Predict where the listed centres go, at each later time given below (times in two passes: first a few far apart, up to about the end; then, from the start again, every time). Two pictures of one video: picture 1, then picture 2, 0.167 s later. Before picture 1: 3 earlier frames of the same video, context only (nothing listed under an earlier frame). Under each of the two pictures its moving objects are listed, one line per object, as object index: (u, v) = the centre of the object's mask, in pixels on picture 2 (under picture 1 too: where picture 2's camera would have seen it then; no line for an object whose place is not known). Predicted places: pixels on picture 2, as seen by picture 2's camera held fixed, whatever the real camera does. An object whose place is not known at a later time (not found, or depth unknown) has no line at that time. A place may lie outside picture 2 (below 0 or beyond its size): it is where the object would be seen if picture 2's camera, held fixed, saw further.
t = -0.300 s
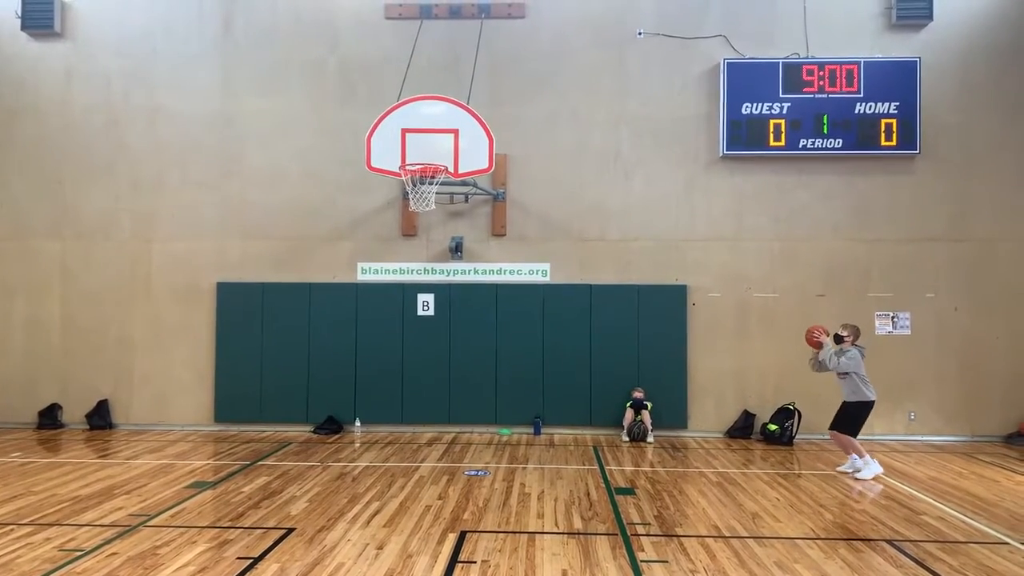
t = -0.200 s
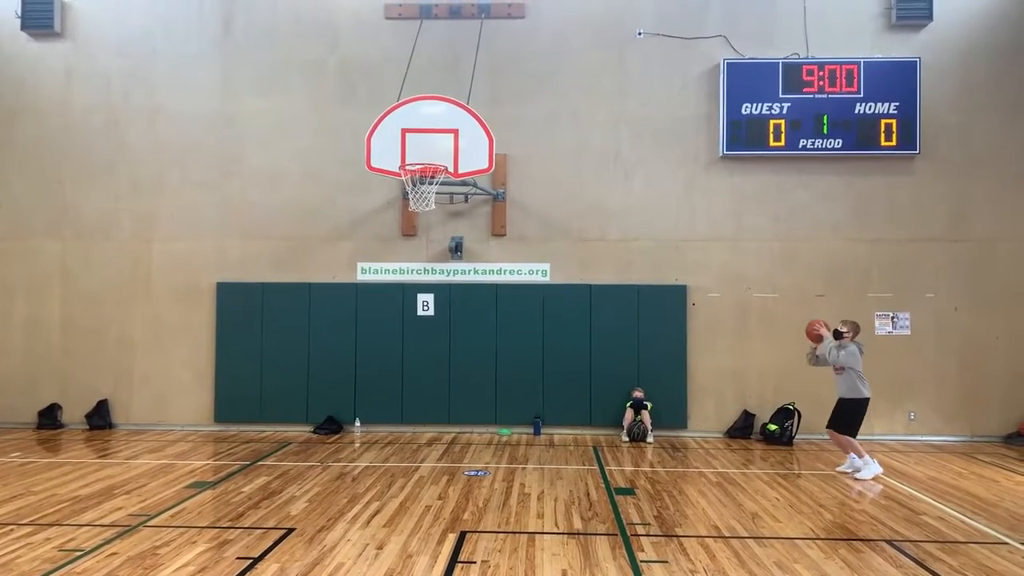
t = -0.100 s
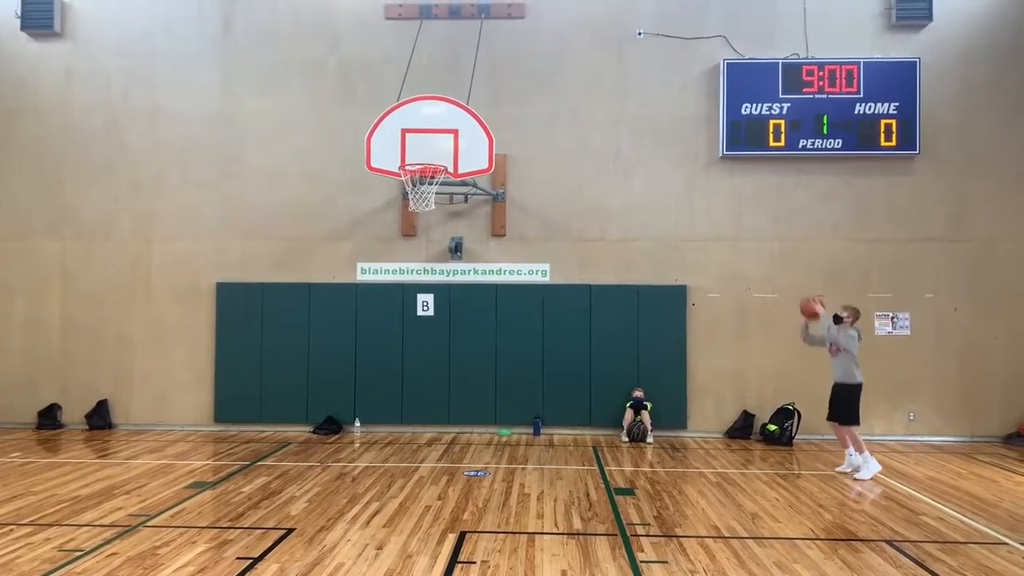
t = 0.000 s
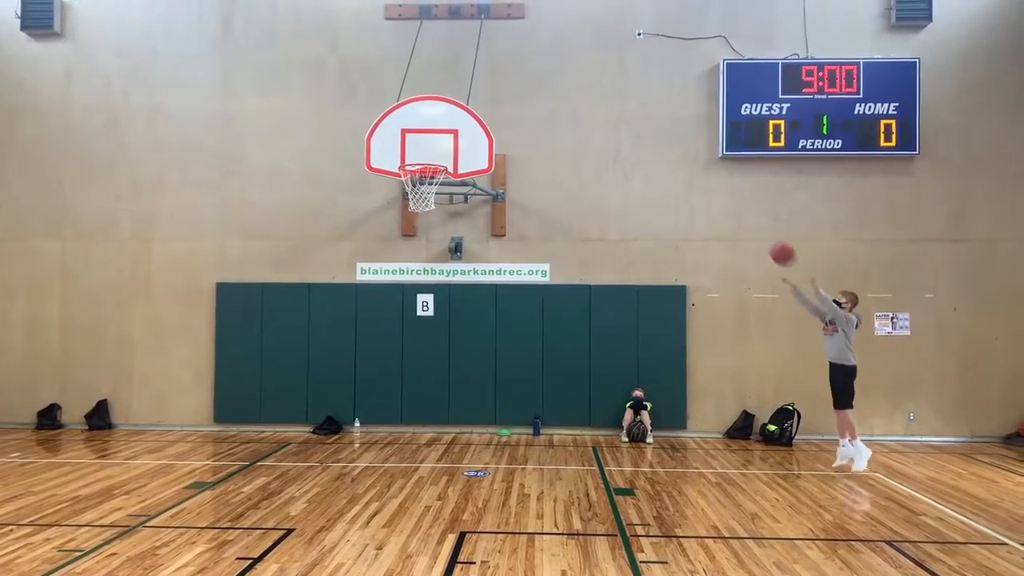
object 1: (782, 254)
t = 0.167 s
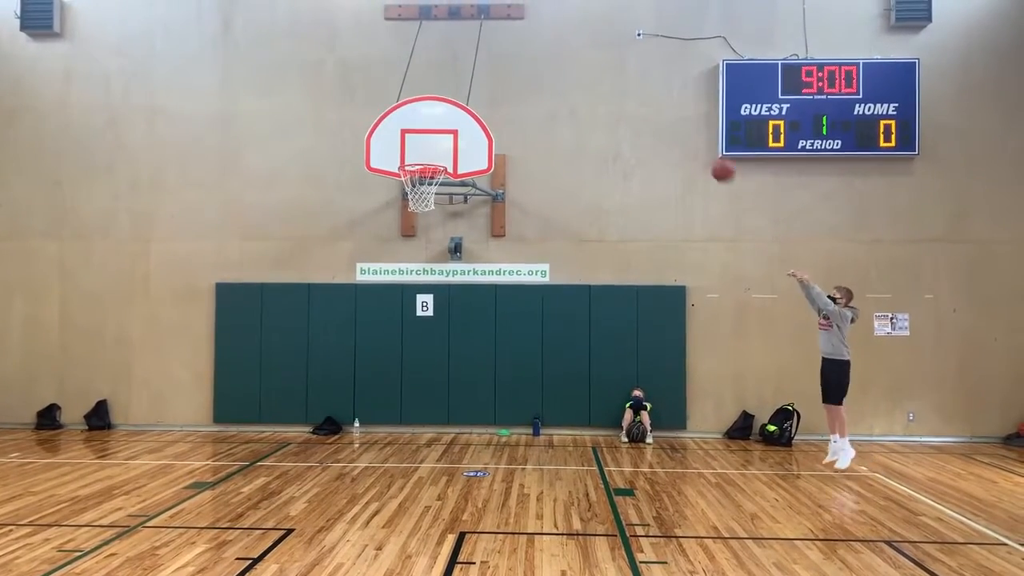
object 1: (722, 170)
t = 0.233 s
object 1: (700, 146)
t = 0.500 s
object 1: (611, 87)
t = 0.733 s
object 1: (535, 92)
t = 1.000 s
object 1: (451, 159)
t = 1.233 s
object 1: (491, 108)
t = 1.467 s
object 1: (531, 107)
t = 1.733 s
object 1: (577, 171)
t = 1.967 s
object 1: (616, 283)
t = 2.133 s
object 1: (644, 393)
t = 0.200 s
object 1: (710, 158)
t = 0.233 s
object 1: (700, 146)
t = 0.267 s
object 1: (688, 134)
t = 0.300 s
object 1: (677, 124)
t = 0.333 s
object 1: (666, 115)
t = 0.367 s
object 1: (655, 107)
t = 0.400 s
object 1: (644, 100)
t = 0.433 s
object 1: (633, 95)
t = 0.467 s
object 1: (622, 90)
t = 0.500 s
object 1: (611, 87)
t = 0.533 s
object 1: (600, 85)
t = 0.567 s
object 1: (589, 83)
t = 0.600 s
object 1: (578, 83)
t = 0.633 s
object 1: (568, 84)
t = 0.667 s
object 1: (557, 86)
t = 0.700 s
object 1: (546, 88)
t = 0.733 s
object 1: (535, 92)
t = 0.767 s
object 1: (525, 98)
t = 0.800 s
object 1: (514, 104)
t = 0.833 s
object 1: (503, 111)
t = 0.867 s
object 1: (494, 119)
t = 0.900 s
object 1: (482, 128)
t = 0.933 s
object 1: (471, 137)
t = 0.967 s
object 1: (460, 149)
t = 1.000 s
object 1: (451, 159)
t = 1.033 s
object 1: (456, 151)
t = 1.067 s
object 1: (462, 141)
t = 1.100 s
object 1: (467, 132)
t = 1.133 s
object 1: (473, 125)
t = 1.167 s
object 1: (479, 118)
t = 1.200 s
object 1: (485, 113)
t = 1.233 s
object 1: (491, 108)
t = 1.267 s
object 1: (496, 105)
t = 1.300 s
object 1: (502, 103)
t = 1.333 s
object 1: (508, 101)
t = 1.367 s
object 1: (514, 101)
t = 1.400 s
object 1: (519, 102)
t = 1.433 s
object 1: (525, 104)
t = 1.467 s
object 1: (531, 107)
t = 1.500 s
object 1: (537, 111)
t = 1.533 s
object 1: (543, 117)
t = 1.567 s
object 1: (548, 123)
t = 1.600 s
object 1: (554, 130)
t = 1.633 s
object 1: (560, 139)
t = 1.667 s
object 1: (565, 148)
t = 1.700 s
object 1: (571, 159)
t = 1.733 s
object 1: (577, 171)
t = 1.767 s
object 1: (582, 183)
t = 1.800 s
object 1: (588, 197)
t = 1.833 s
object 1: (593, 212)
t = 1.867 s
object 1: (599, 228)
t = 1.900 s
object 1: (605, 245)
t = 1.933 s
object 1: (610, 263)
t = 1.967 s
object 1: (616, 283)
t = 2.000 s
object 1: (622, 303)
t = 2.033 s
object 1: (628, 324)
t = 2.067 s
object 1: (633, 344)
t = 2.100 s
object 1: (639, 368)
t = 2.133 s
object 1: (644, 393)
